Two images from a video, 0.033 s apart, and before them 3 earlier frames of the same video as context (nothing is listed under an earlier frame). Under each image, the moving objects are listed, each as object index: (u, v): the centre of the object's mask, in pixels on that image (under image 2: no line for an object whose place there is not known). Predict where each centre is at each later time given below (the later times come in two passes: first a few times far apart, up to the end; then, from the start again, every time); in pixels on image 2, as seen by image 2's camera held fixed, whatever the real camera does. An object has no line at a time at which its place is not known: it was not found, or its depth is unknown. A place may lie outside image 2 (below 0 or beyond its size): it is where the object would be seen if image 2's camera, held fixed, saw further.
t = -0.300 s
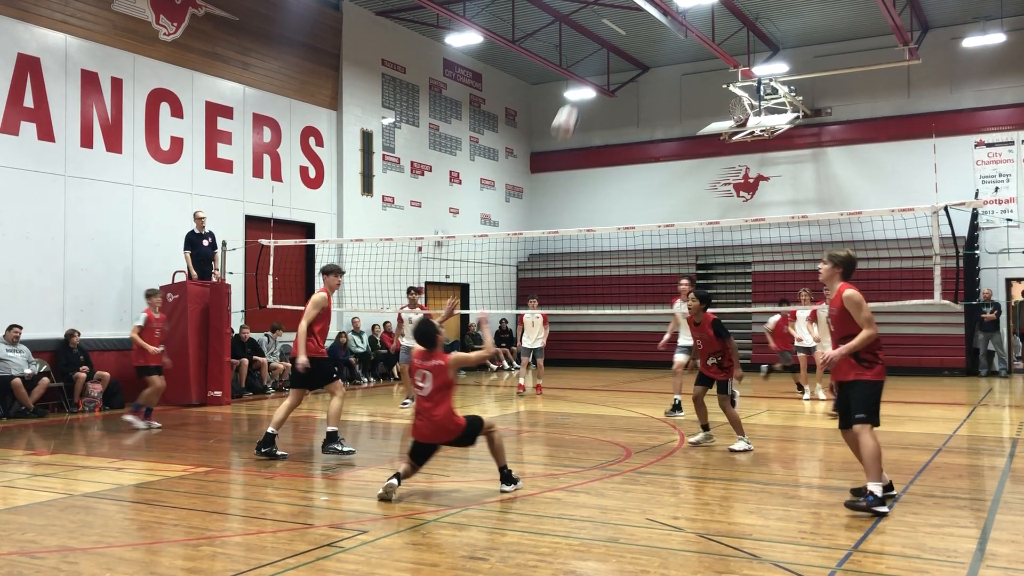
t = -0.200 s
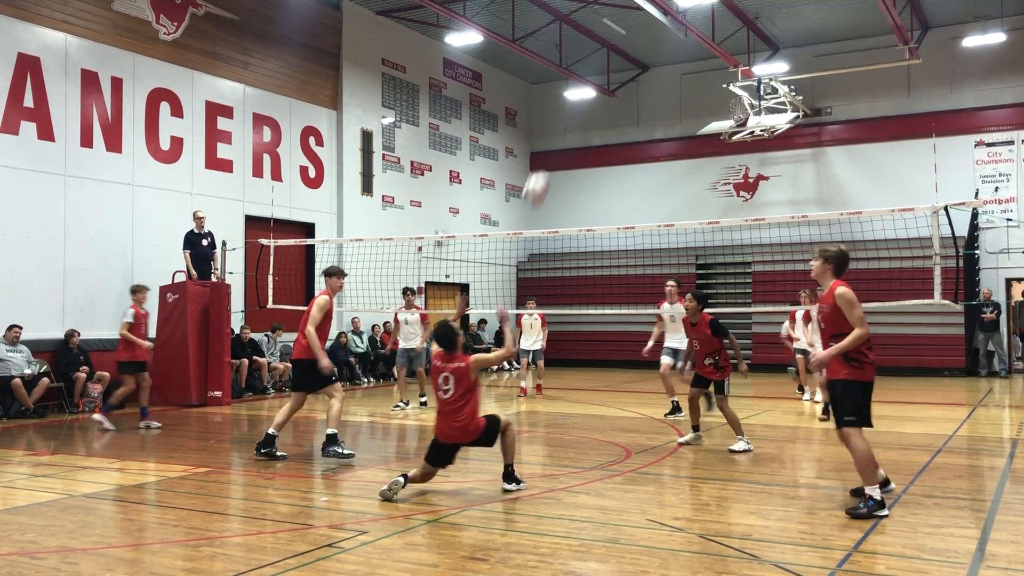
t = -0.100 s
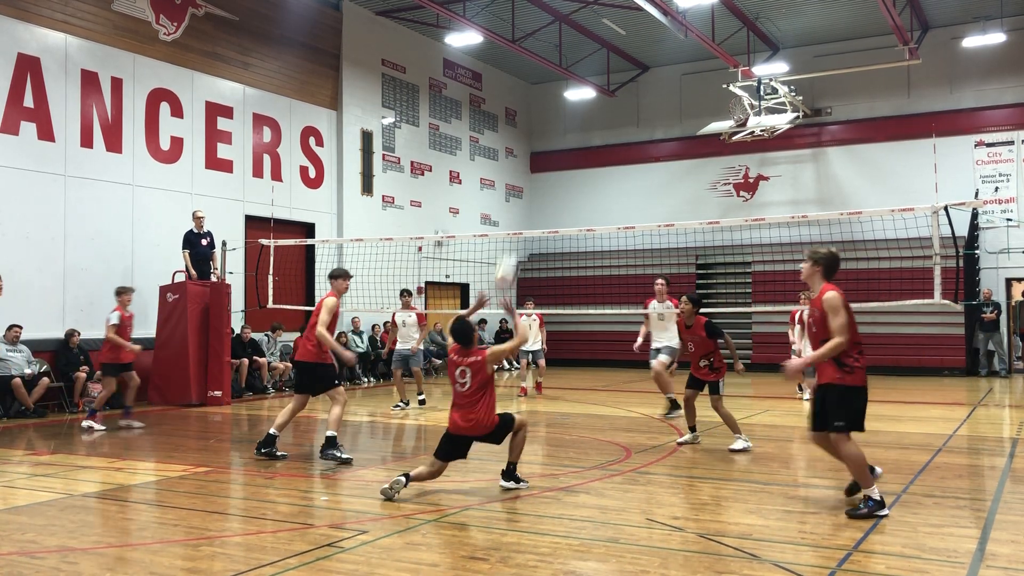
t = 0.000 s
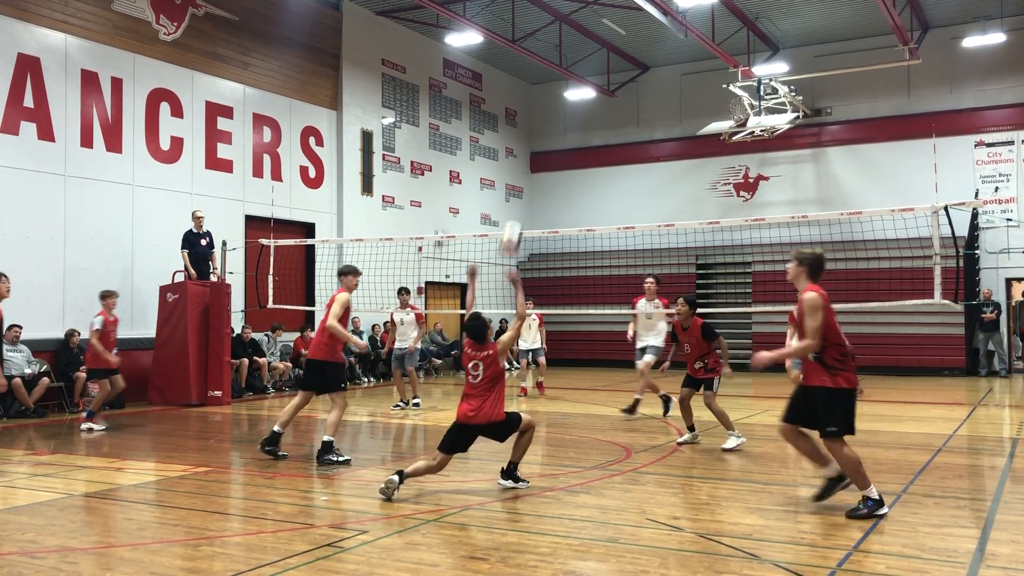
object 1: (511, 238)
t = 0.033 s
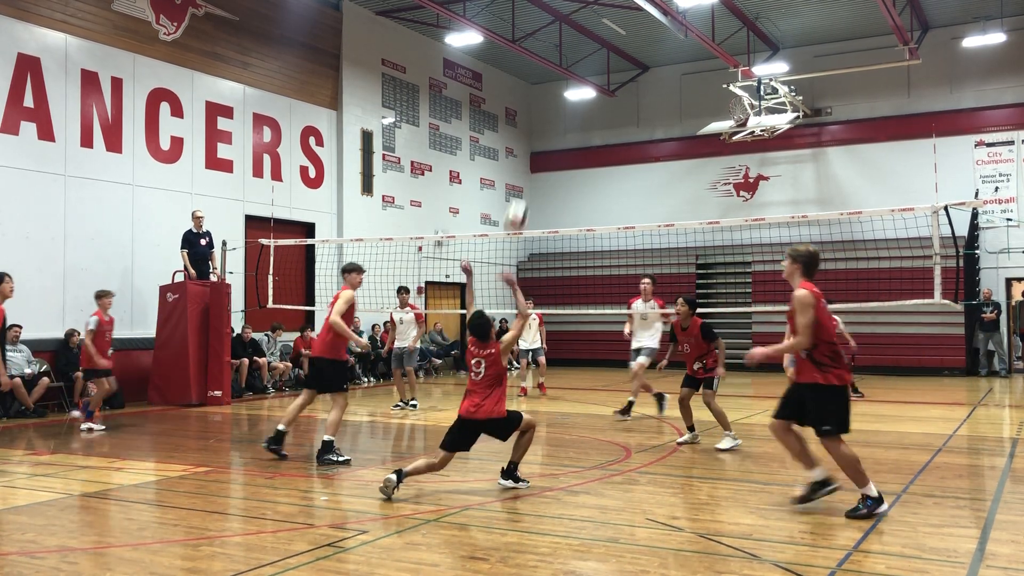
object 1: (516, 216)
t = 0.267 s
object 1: (552, 110)
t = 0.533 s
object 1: (588, 74)
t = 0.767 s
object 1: (615, 102)
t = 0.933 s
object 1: (632, 151)
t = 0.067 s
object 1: (522, 196)
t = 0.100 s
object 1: (527, 176)
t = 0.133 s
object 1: (532, 160)
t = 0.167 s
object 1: (538, 146)
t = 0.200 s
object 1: (543, 132)
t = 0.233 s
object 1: (547, 120)
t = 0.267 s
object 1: (552, 110)
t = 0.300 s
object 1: (556, 101)
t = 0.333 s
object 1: (561, 93)
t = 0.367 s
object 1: (566, 86)
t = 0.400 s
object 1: (571, 80)
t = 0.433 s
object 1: (575, 76)
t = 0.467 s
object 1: (580, 75)
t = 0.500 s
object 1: (584, 74)
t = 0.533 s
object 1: (588, 74)
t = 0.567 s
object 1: (592, 75)
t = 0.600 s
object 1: (596, 77)
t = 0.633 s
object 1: (600, 80)
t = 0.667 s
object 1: (604, 84)
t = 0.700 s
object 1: (608, 89)
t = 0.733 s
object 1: (612, 95)
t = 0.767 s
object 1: (615, 102)
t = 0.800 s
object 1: (619, 110)
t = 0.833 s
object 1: (622, 118)
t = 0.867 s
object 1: (626, 127)
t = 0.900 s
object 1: (629, 140)
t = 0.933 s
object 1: (632, 151)
